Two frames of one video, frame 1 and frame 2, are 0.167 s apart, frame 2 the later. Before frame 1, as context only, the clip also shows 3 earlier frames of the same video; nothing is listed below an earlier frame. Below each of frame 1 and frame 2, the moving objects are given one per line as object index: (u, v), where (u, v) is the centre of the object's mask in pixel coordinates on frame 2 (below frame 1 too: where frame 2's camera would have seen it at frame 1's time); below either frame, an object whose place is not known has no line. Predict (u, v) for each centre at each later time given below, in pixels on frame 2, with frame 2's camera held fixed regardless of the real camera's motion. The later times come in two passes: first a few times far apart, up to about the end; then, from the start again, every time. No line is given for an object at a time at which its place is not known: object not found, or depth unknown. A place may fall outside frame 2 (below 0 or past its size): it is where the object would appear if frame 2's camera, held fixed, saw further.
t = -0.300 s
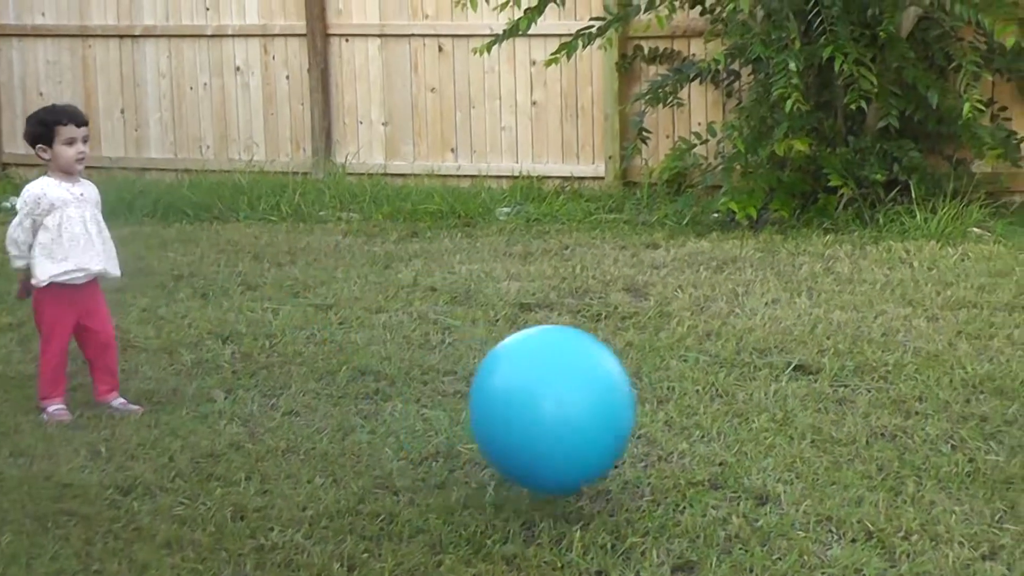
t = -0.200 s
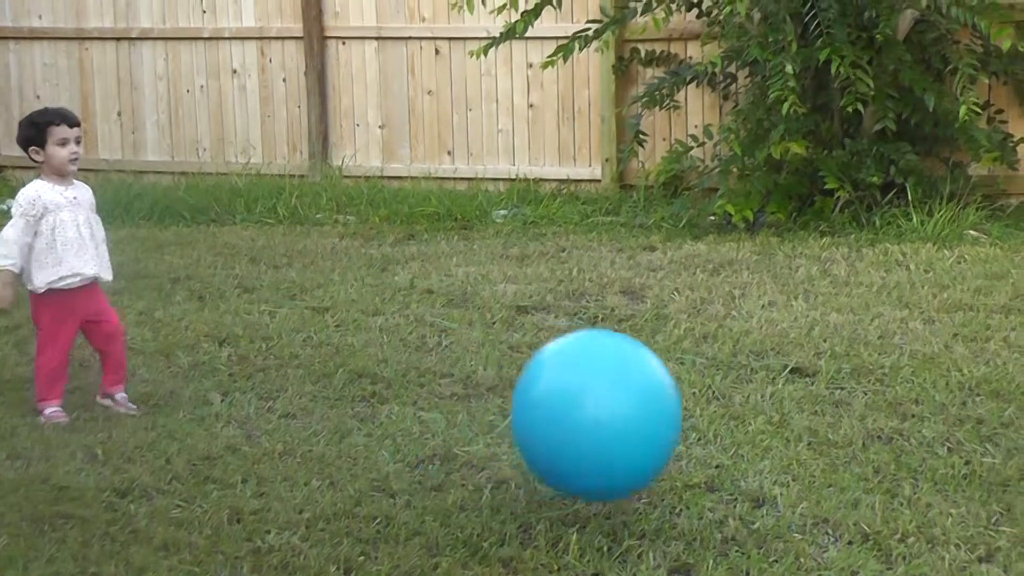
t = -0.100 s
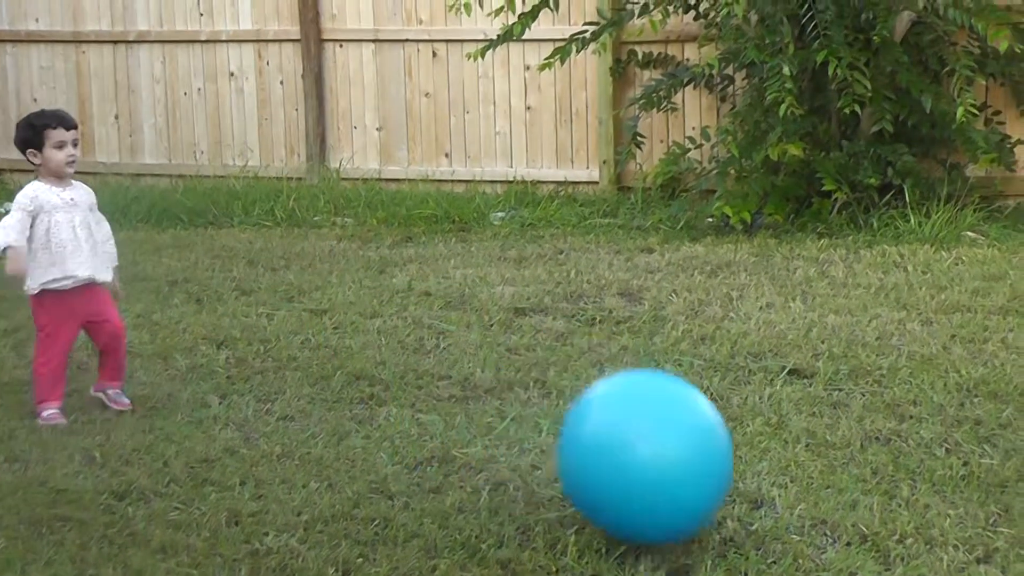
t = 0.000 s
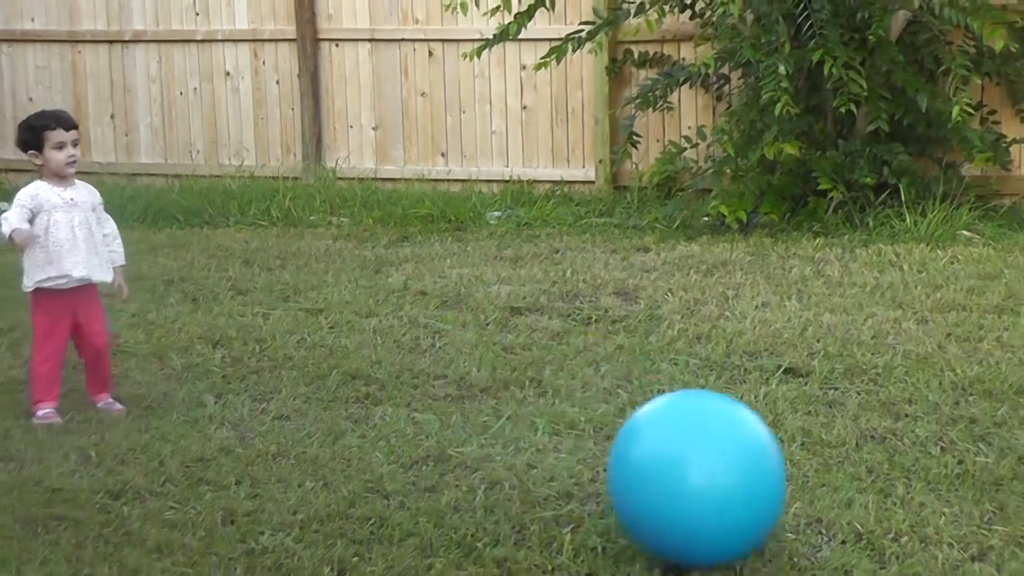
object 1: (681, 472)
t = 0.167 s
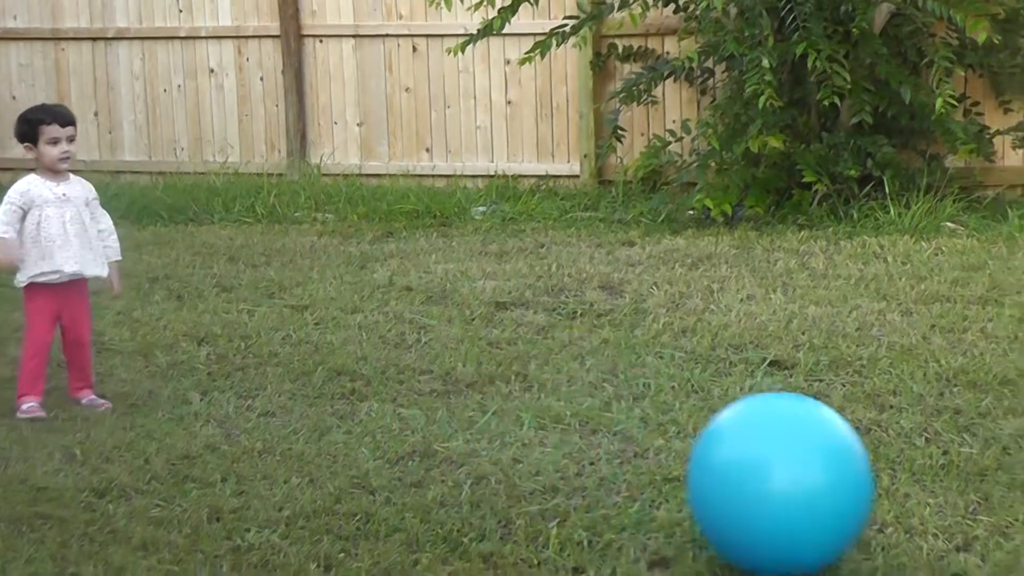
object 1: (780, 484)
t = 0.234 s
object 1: (820, 495)
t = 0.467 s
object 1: (949, 509)
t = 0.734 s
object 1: (1023, 526)
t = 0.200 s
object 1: (800, 490)
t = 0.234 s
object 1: (820, 495)
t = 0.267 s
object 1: (840, 499)
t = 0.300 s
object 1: (860, 504)
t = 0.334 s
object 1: (879, 508)
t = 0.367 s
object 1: (899, 512)
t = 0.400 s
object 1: (917, 512)
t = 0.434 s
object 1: (934, 510)
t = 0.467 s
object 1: (949, 509)
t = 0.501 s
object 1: (961, 508)
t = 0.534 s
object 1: (970, 509)
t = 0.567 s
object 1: (981, 510)
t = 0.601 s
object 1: (990, 511)
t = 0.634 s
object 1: (999, 513)
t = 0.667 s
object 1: (1006, 515)
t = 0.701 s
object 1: (1015, 520)
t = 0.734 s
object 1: (1023, 526)
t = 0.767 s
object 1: (1031, 531)
